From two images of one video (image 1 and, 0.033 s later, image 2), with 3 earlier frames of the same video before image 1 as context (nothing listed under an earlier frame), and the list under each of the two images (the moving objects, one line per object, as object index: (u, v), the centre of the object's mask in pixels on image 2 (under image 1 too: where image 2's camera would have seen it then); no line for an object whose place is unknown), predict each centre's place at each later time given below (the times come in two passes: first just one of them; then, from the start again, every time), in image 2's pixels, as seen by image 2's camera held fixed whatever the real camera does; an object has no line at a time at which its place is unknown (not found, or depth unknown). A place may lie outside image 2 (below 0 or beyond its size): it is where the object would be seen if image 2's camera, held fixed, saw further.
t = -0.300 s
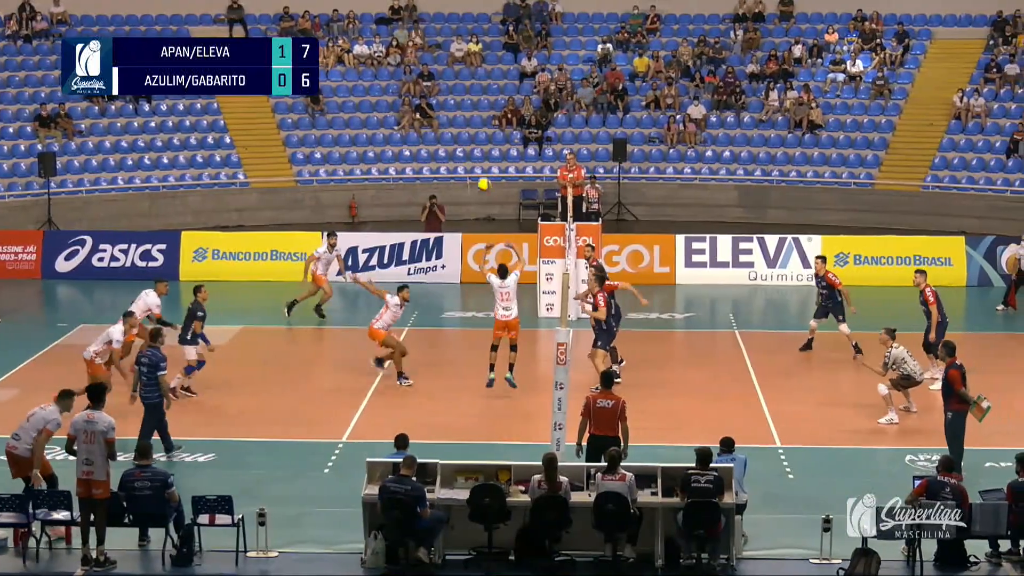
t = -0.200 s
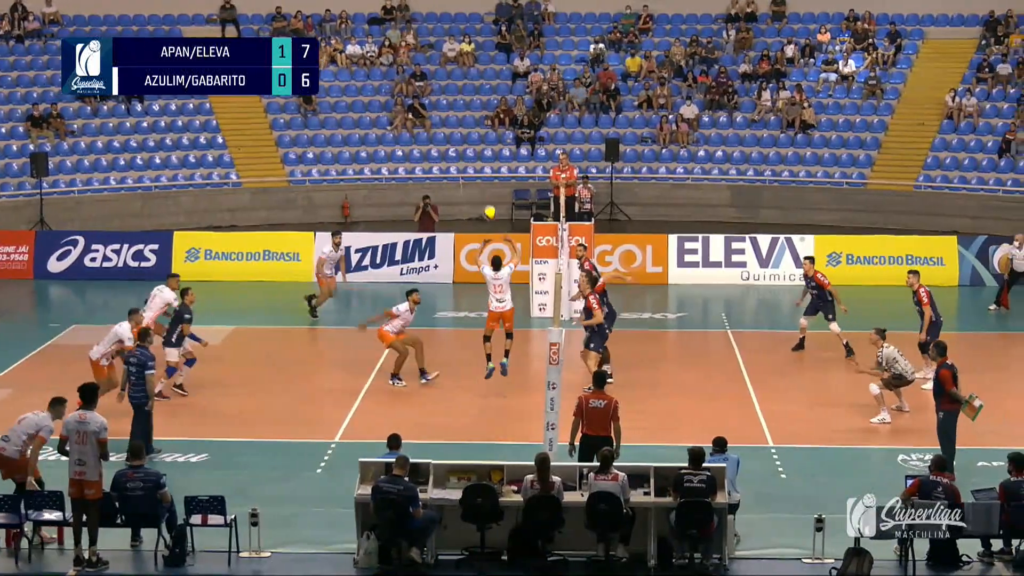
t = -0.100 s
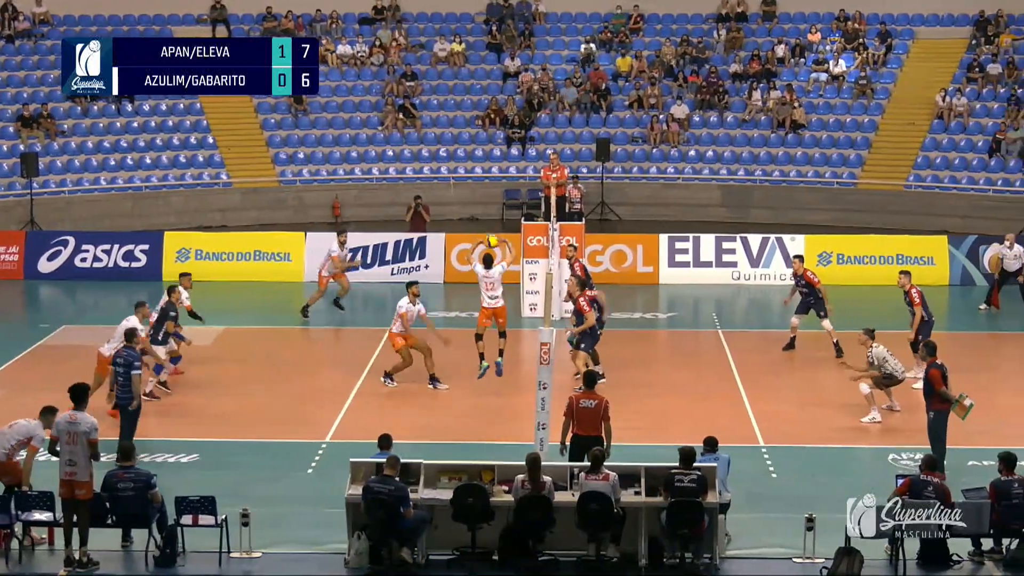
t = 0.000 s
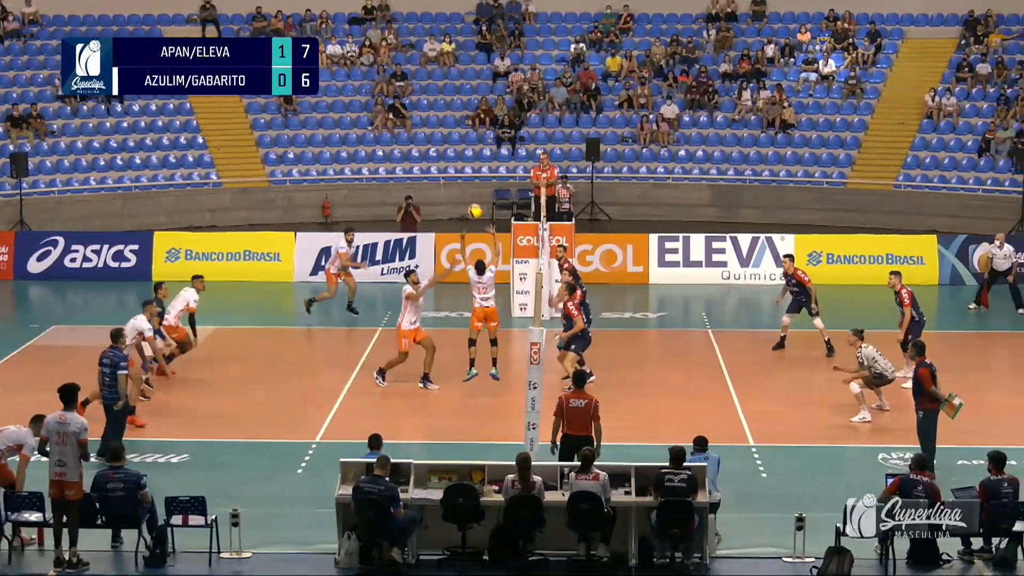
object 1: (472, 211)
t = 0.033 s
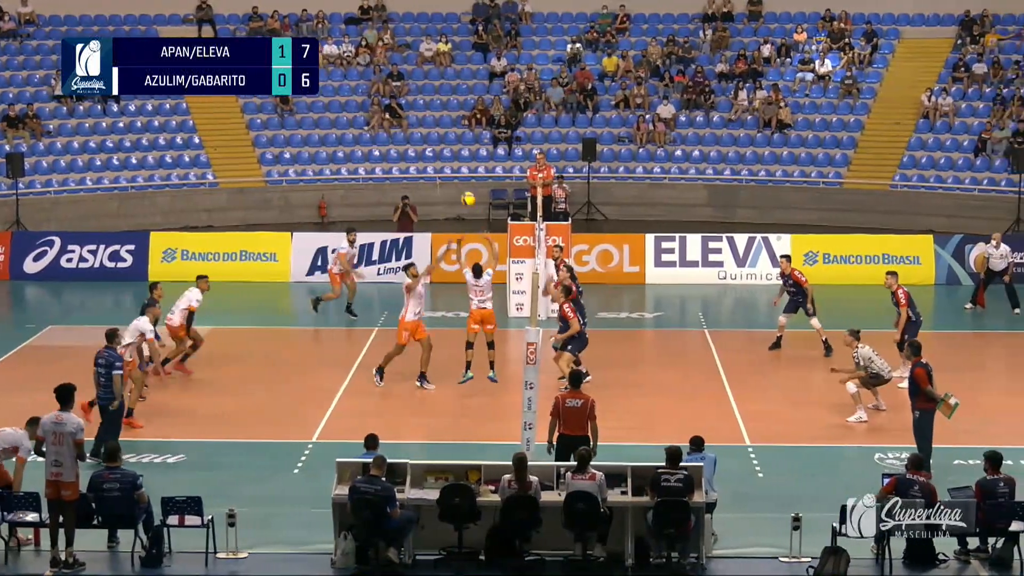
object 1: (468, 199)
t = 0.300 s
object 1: (435, 127)
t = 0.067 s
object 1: (464, 187)
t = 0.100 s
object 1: (460, 177)
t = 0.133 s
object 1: (456, 166)
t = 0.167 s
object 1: (452, 156)
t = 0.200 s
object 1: (448, 148)
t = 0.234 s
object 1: (443, 140)
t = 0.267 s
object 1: (440, 134)
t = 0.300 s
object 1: (435, 127)
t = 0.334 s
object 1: (431, 121)
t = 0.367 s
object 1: (427, 116)
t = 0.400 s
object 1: (423, 112)
